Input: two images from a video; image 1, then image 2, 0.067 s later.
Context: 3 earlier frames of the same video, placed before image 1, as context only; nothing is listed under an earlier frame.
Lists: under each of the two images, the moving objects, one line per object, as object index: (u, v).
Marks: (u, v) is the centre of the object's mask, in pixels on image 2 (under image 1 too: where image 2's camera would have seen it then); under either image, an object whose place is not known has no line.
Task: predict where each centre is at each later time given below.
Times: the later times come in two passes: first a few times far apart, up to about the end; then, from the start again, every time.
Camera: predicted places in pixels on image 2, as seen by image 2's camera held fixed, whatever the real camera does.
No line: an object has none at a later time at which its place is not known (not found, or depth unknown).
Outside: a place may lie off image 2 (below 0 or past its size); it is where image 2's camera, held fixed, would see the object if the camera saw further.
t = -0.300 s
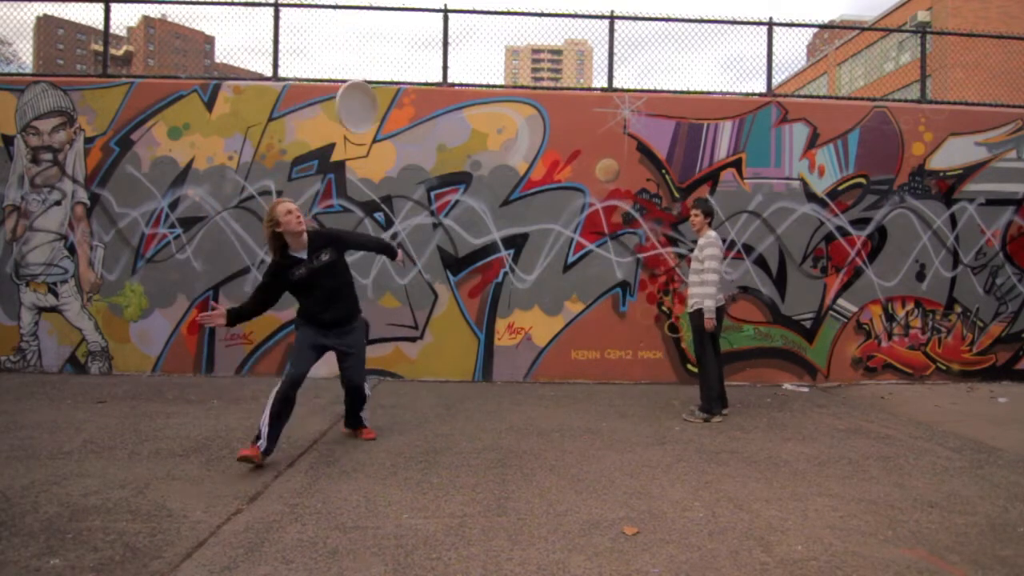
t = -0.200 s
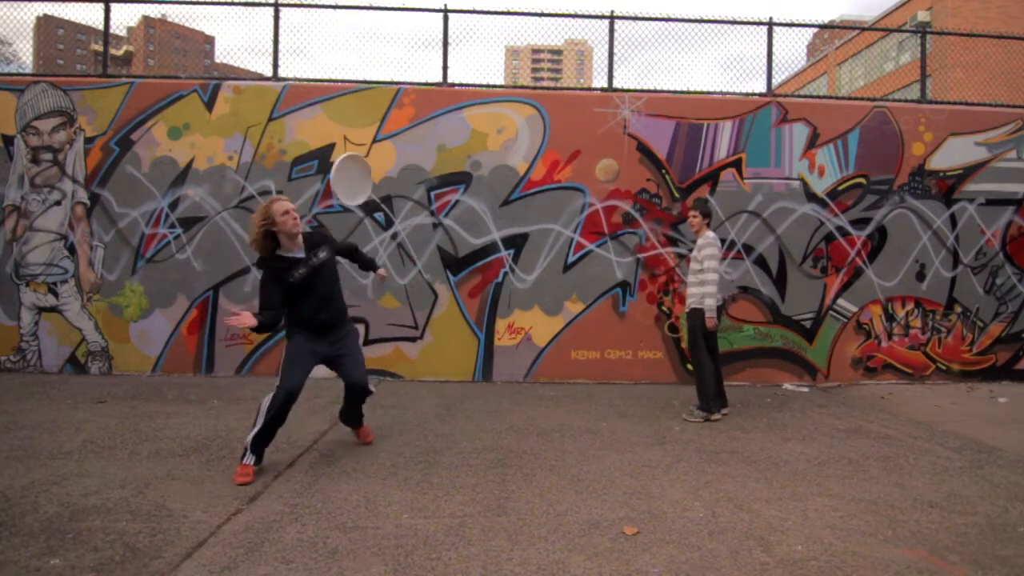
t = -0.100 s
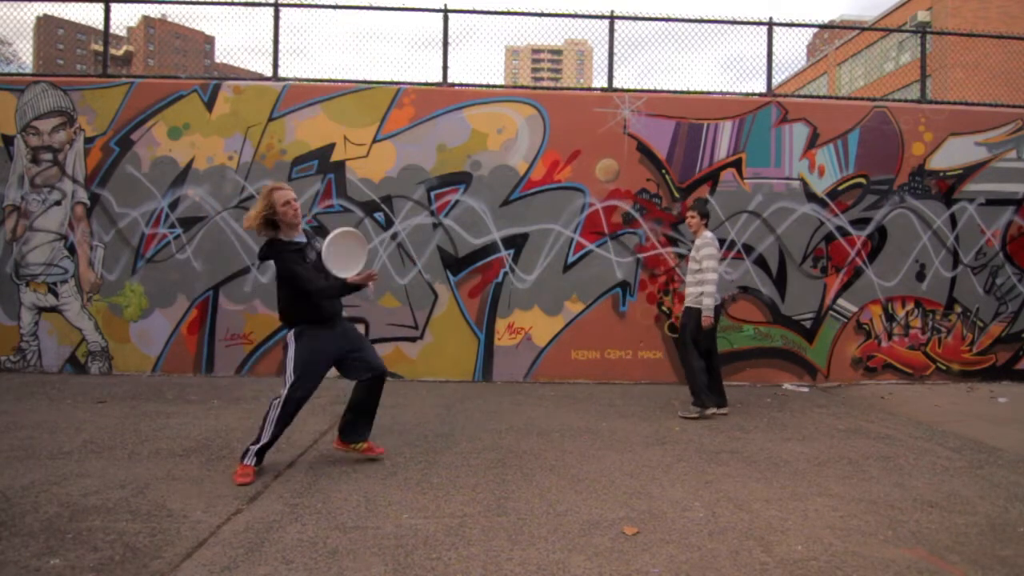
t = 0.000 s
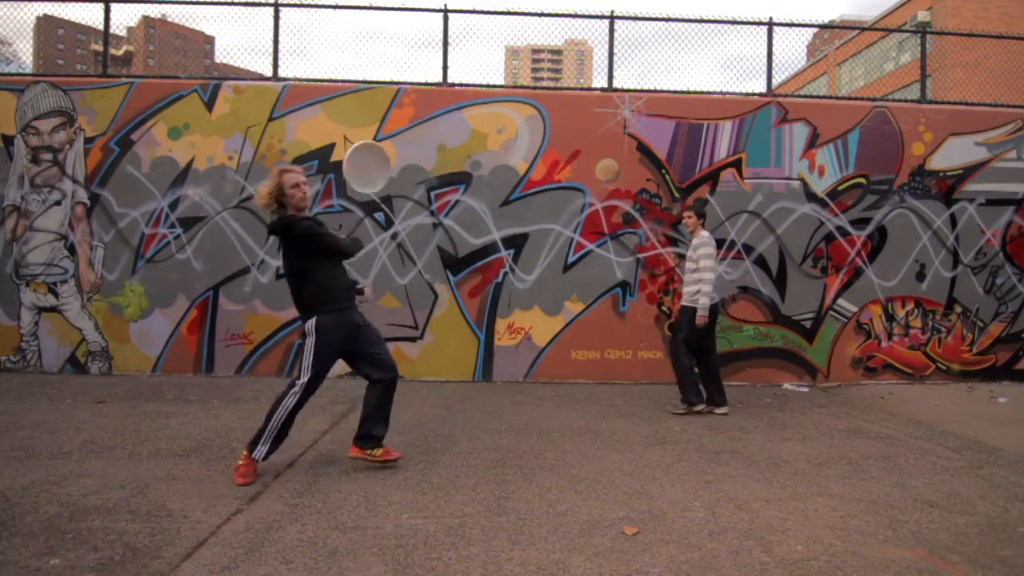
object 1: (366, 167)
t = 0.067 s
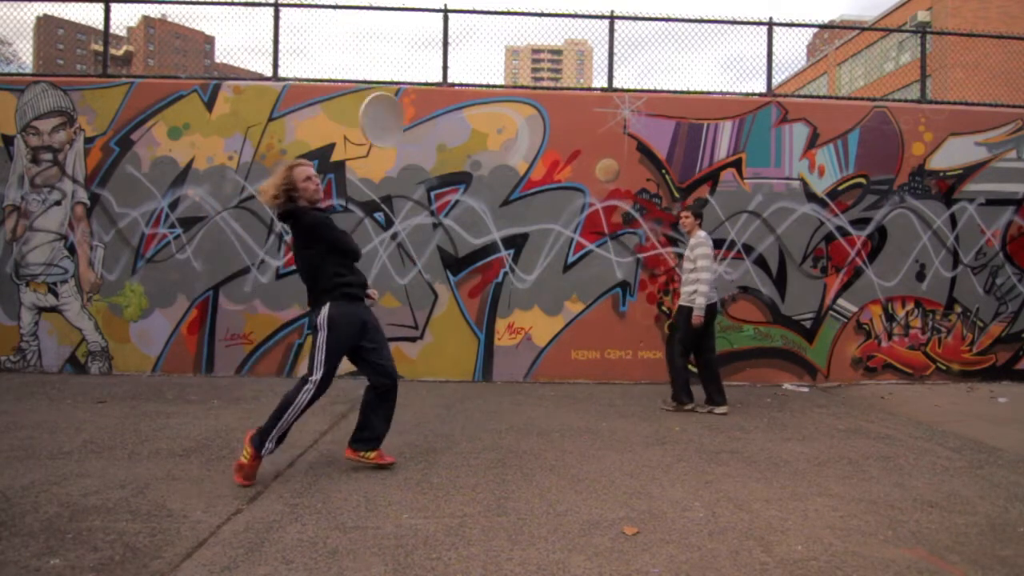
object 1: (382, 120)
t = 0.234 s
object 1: (416, 37)
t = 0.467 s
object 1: (463, 19)
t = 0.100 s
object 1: (389, 99)
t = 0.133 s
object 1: (396, 80)
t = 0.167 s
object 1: (403, 63)
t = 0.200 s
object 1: (410, 49)
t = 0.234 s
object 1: (416, 37)
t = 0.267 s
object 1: (423, 27)
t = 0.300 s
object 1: (430, 22)
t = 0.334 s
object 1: (437, 19)
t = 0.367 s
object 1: (443, 17)
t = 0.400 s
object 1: (451, 17)
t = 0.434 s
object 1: (457, 17)
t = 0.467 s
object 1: (463, 19)
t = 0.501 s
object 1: (469, 22)
